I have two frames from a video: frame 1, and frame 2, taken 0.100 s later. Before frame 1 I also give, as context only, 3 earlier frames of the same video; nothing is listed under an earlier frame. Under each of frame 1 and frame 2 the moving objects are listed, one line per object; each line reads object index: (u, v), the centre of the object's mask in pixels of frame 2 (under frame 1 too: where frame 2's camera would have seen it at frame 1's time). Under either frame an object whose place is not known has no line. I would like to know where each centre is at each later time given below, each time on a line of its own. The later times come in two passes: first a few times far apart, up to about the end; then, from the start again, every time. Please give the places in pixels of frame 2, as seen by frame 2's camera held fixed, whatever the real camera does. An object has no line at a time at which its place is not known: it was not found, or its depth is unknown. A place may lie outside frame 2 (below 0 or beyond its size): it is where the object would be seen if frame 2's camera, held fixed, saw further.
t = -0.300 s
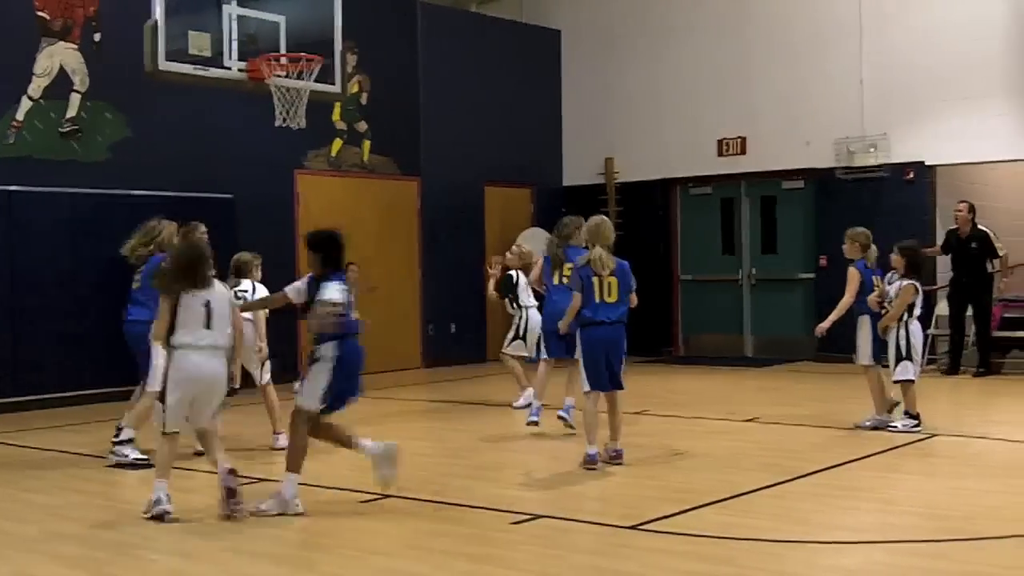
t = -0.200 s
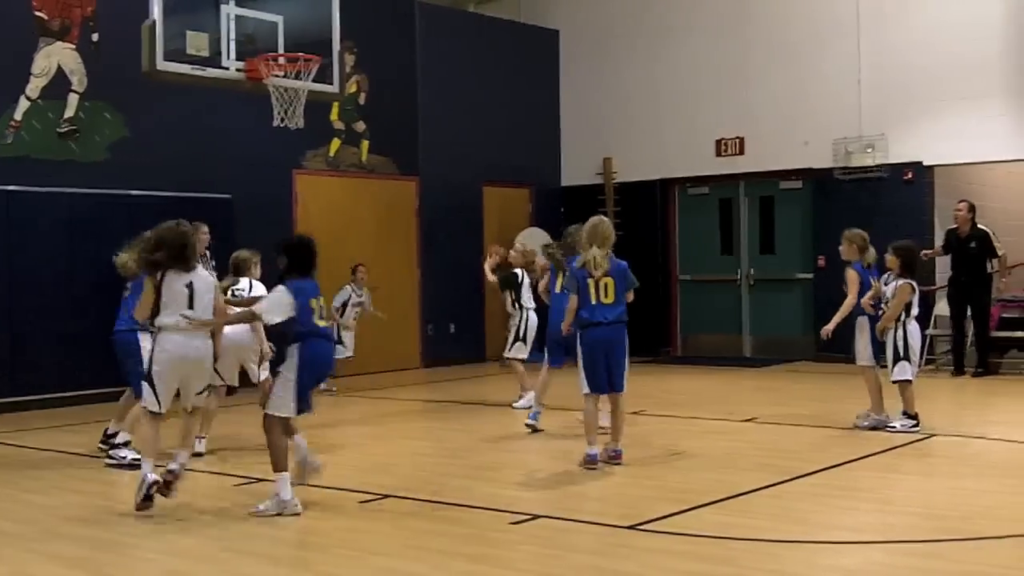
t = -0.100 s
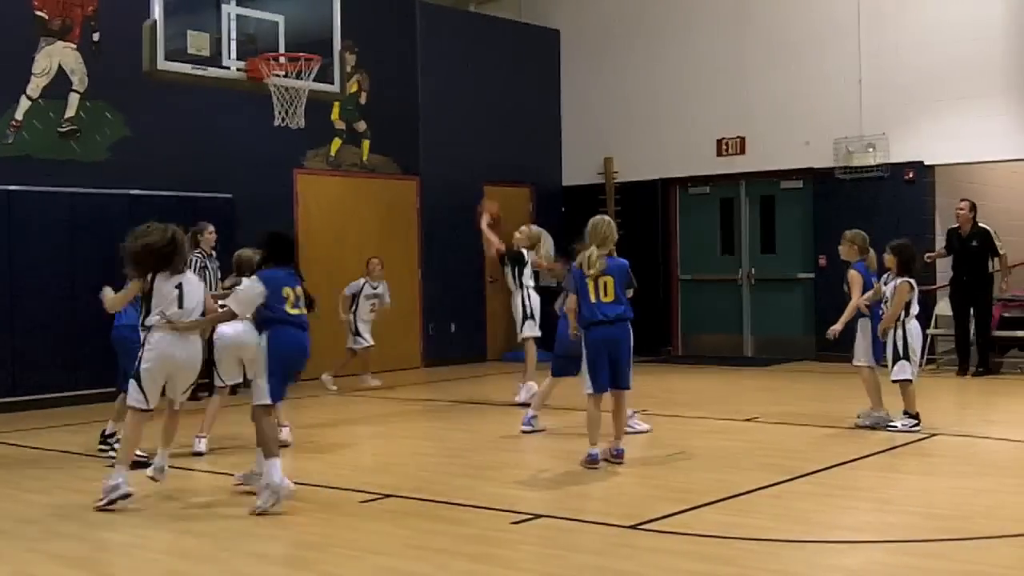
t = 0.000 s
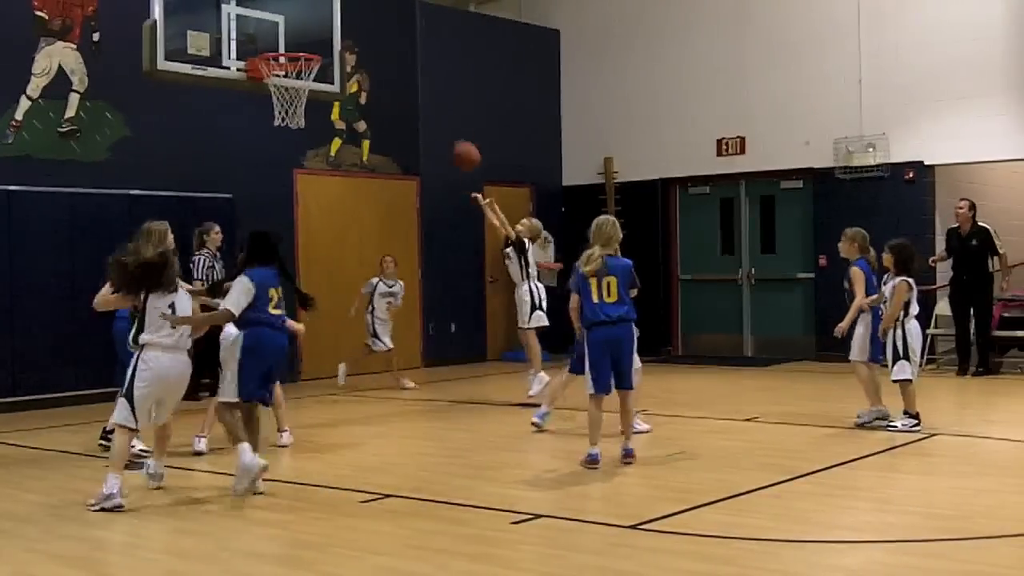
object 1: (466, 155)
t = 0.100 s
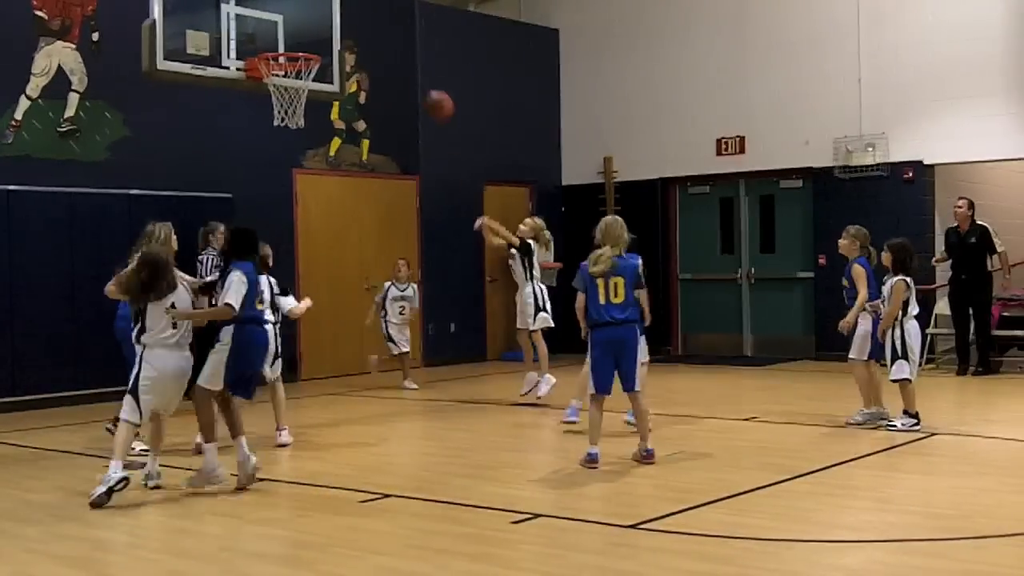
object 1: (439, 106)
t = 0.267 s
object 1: (394, 46)
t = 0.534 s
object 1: (320, 20)
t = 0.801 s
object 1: (282, 39)
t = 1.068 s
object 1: (303, 26)
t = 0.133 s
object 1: (430, 91)
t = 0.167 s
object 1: (421, 79)
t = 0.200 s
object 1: (411, 66)
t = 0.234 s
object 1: (403, 57)
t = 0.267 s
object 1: (394, 46)
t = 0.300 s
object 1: (385, 38)
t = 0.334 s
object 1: (375, 31)
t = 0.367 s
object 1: (367, 26)
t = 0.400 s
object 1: (358, 22)
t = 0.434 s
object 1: (349, 20)
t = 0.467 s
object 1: (339, 18)
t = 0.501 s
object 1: (331, 18)
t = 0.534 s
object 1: (320, 20)
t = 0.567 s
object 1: (313, 23)
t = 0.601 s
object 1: (304, 27)
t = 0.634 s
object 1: (293, 33)
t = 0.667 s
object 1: (284, 39)
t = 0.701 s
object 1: (276, 44)
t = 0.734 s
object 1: (276, 43)
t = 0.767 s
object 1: (278, 41)
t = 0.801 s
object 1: (282, 39)
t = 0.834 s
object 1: (284, 39)
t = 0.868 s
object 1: (286, 37)
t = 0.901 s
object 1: (290, 32)
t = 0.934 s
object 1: (293, 28)
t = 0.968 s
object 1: (297, 26)
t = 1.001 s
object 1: (300, 25)
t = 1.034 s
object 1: (301, 25)
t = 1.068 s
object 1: (303, 26)
